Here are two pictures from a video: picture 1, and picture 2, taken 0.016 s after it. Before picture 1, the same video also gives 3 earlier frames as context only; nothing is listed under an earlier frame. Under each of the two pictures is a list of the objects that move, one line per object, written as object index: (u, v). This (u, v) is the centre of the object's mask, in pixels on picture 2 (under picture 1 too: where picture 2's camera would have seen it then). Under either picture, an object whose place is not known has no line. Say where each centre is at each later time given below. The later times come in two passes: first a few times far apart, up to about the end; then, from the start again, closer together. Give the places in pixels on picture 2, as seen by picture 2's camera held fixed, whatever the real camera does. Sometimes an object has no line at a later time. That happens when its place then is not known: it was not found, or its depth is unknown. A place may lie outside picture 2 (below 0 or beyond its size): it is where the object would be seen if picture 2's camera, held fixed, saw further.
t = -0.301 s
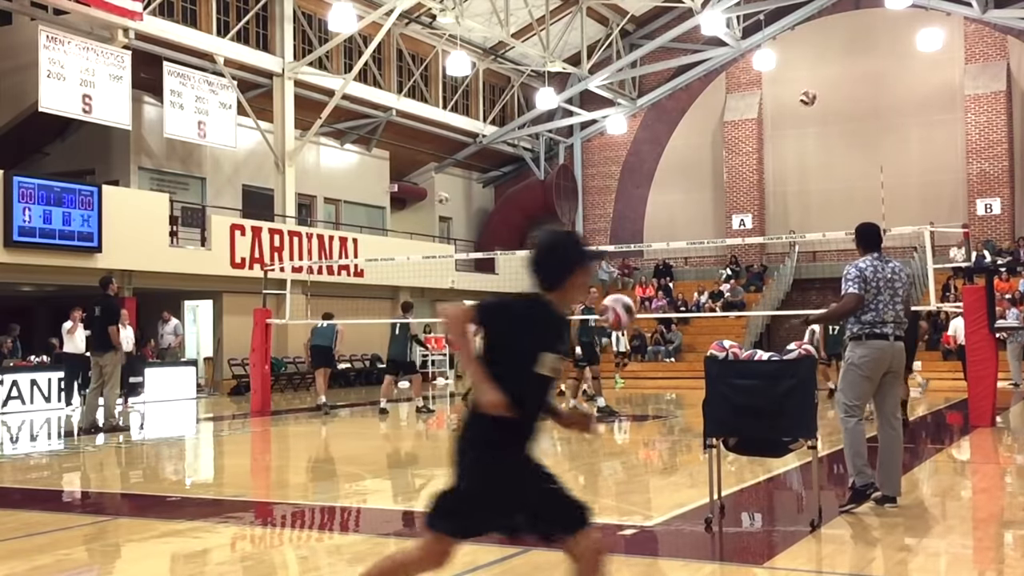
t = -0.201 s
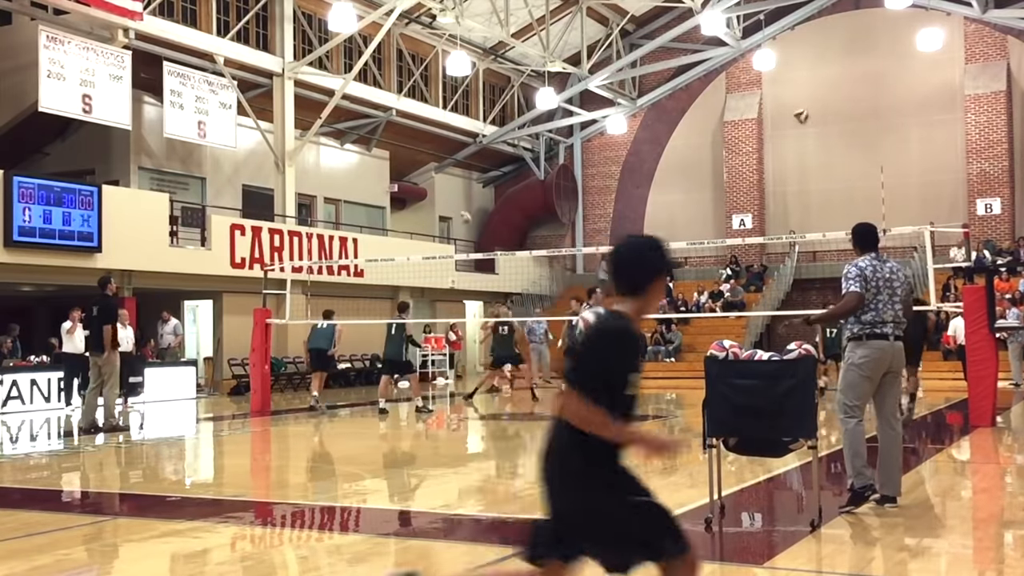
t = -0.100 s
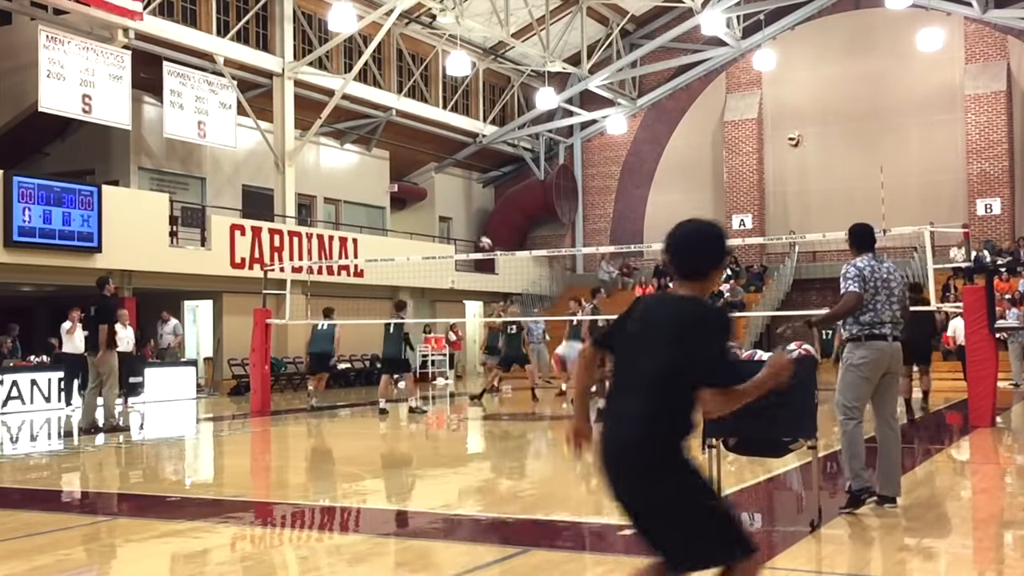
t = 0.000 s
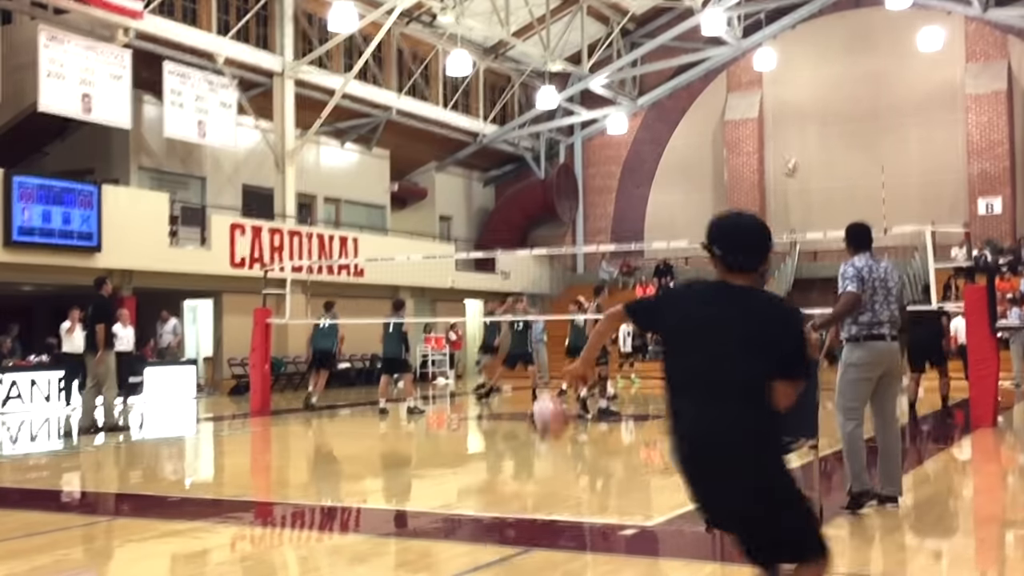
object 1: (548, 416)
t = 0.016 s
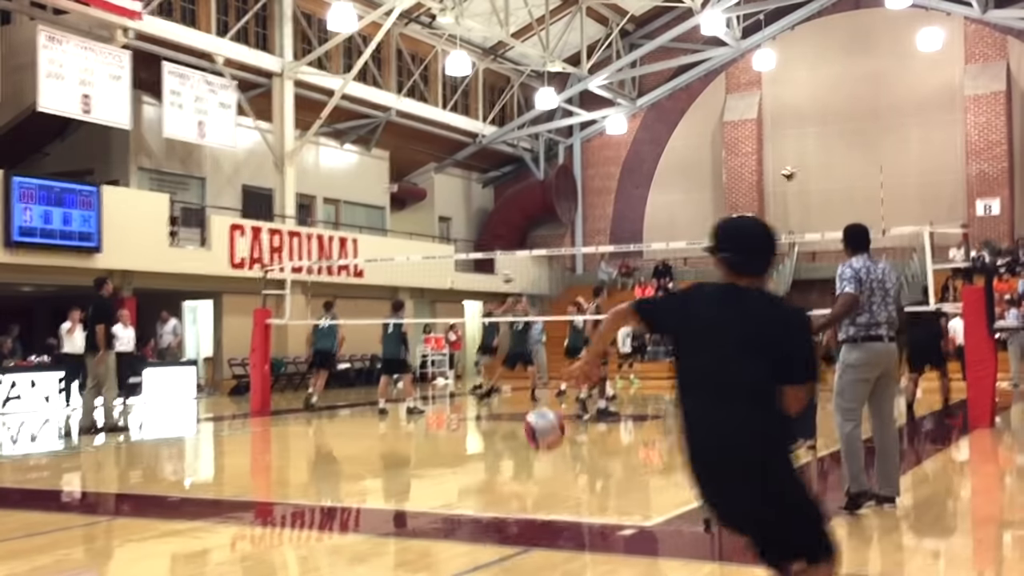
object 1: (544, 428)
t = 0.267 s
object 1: (510, 502)
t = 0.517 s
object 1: (517, 417)
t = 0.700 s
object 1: (540, 458)
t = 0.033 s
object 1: (540, 442)
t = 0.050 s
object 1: (528, 458)
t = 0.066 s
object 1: (531, 468)
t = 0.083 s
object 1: (527, 484)
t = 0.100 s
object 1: (523, 500)
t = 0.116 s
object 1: (518, 516)
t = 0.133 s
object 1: (512, 535)
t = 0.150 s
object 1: (500, 549)
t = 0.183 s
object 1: (498, 548)
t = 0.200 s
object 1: (508, 540)
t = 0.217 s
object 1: (508, 529)
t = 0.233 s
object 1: (499, 520)
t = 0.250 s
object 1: (499, 510)
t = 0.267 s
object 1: (510, 502)
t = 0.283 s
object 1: (503, 488)
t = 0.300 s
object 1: (503, 484)
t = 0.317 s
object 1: (509, 478)
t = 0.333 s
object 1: (500, 466)
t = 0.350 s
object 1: (514, 459)
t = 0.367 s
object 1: (510, 454)
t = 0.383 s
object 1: (509, 448)
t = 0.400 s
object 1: (509, 443)
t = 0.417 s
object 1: (509, 435)
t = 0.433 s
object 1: (514, 428)
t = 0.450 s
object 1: (520, 429)
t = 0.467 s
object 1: (511, 424)
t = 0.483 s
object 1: (513, 422)
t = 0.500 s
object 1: (515, 419)
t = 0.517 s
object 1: (517, 417)
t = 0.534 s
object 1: (526, 420)
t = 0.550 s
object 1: (527, 420)
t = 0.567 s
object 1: (513, 420)
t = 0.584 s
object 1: (530, 423)
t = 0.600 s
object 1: (531, 425)
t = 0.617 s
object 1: (526, 427)
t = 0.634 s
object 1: (522, 434)
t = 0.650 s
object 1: (523, 437)
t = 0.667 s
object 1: (537, 443)
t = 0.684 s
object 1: (537, 451)
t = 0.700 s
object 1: (540, 458)
